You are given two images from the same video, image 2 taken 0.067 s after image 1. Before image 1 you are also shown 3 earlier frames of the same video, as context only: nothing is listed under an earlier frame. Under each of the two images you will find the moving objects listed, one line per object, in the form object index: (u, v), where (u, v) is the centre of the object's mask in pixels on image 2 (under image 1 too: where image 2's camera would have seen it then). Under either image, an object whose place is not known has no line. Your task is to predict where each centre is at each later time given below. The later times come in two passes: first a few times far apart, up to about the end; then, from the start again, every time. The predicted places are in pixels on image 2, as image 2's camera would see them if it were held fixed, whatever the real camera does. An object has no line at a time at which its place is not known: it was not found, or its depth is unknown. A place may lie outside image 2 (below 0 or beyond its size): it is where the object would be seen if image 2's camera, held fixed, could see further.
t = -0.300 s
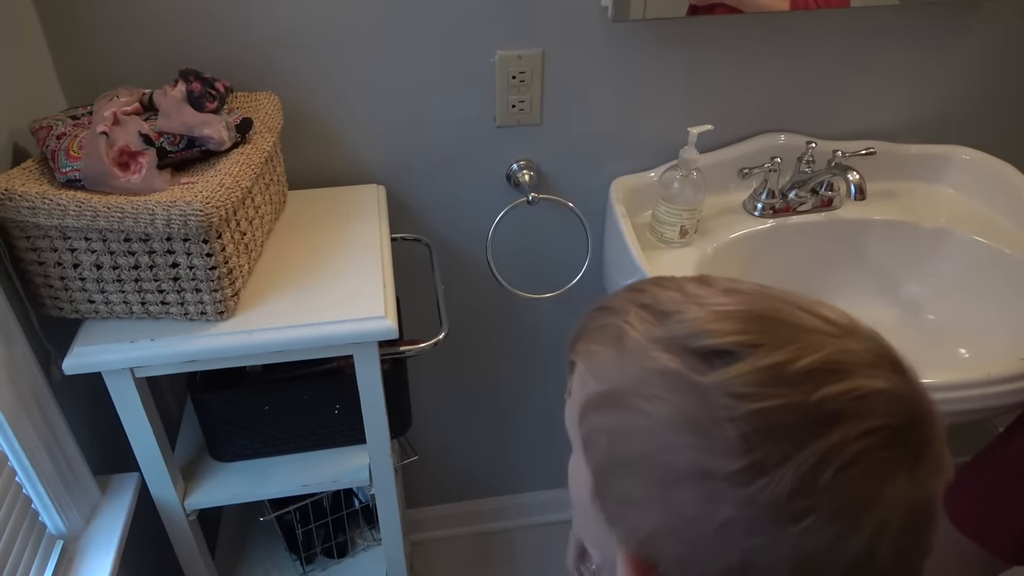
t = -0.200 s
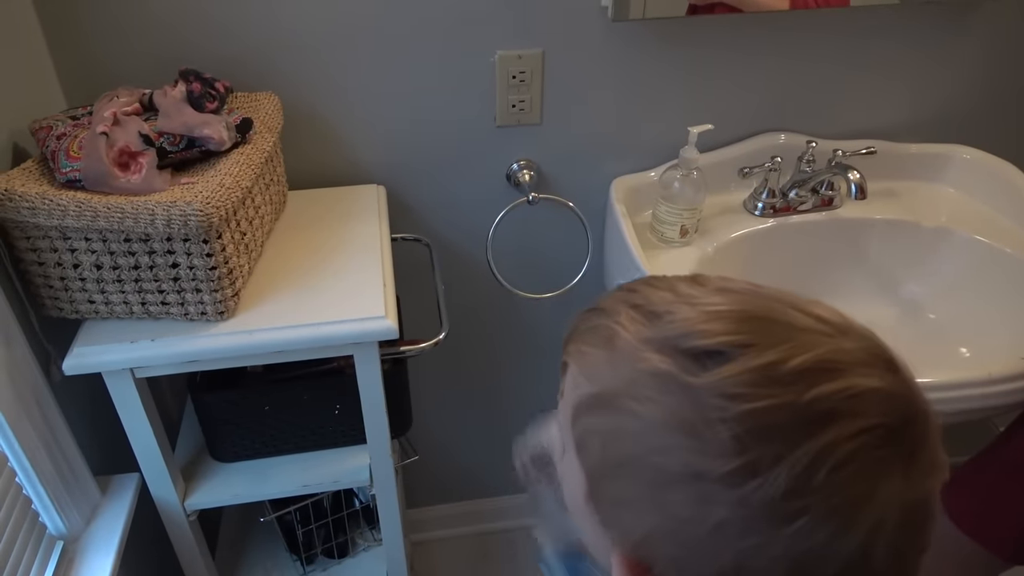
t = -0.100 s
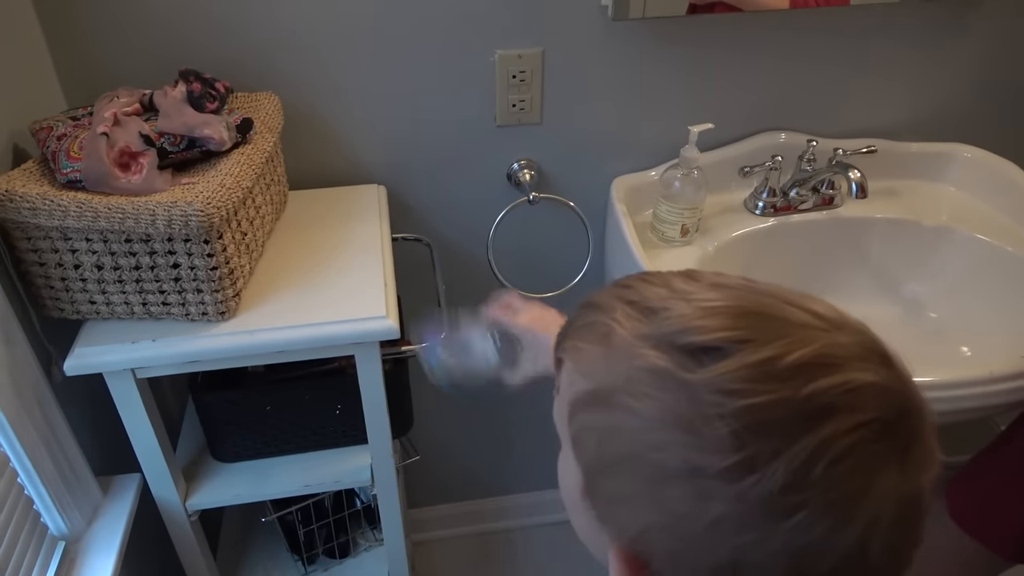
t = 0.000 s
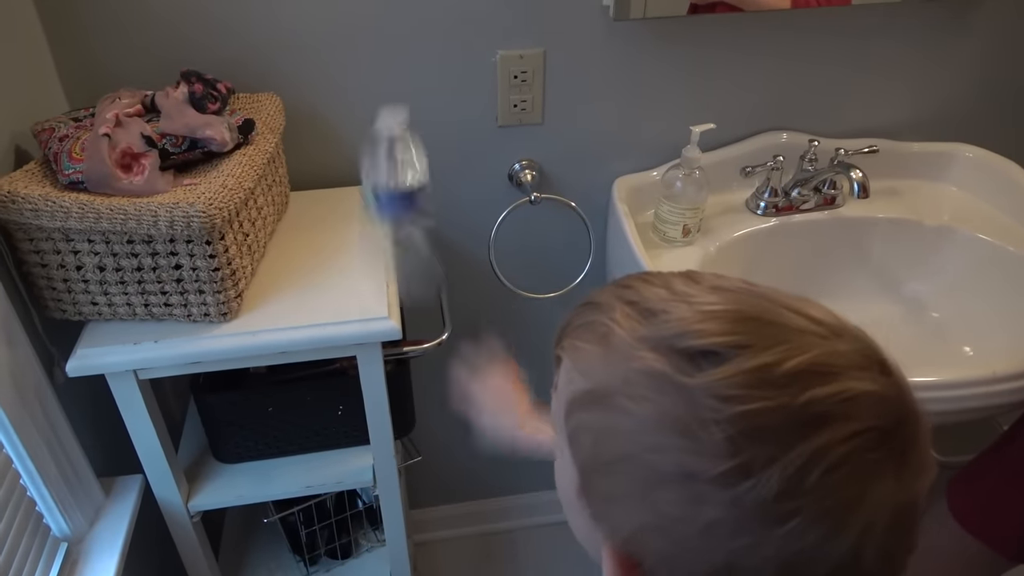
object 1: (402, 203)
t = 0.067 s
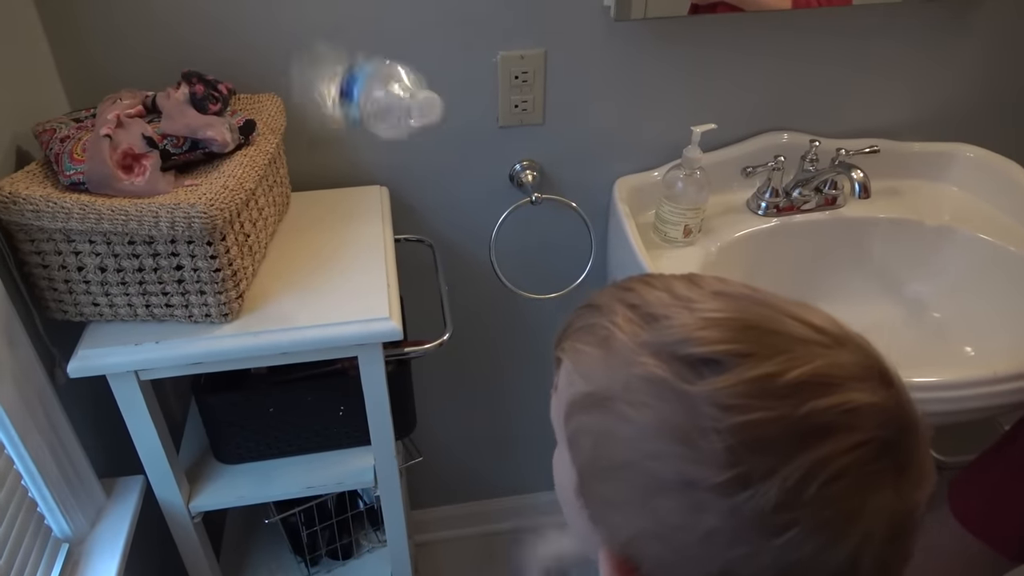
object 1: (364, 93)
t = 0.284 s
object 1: (322, 100)
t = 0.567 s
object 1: (329, 229)
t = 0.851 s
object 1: (340, 230)
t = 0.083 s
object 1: (363, 76)
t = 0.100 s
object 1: (359, 63)
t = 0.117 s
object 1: (360, 58)
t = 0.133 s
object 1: (360, 57)
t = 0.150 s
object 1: (358, 58)
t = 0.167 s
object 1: (355, 59)
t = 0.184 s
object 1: (351, 61)
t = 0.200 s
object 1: (346, 65)
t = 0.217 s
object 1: (342, 70)
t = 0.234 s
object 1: (336, 77)
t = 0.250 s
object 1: (331, 83)
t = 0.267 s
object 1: (325, 89)
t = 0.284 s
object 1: (322, 100)
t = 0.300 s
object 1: (323, 121)
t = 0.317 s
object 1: (323, 143)
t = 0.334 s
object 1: (324, 169)
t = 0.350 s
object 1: (325, 196)
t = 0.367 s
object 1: (322, 199)
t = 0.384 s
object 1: (319, 200)
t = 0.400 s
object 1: (314, 200)
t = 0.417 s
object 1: (310, 201)
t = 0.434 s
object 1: (307, 203)
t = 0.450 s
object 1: (308, 203)
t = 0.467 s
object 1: (310, 203)
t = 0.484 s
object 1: (314, 207)
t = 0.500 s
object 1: (317, 210)
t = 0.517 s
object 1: (320, 214)
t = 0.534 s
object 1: (323, 217)
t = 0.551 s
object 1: (326, 226)
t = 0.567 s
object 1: (329, 229)
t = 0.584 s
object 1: (330, 236)
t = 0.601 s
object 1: (329, 235)
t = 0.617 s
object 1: (329, 232)
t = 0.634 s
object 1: (330, 232)
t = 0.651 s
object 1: (331, 231)
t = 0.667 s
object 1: (332, 231)
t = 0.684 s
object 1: (333, 231)
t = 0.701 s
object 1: (334, 232)
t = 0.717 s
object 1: (335, 233)
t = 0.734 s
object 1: (337, 233)
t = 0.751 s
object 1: (338, 233)
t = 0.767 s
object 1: (339, 232)
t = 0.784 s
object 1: (340, 232)
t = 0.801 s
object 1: (341, 232)
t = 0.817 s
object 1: (341, 231)
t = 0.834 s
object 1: (340, 231)
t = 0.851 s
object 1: (340, 230)
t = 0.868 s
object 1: (340, 230)
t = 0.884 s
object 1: (340, 230)
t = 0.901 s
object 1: (340, 230)
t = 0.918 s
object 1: (341, 228)
